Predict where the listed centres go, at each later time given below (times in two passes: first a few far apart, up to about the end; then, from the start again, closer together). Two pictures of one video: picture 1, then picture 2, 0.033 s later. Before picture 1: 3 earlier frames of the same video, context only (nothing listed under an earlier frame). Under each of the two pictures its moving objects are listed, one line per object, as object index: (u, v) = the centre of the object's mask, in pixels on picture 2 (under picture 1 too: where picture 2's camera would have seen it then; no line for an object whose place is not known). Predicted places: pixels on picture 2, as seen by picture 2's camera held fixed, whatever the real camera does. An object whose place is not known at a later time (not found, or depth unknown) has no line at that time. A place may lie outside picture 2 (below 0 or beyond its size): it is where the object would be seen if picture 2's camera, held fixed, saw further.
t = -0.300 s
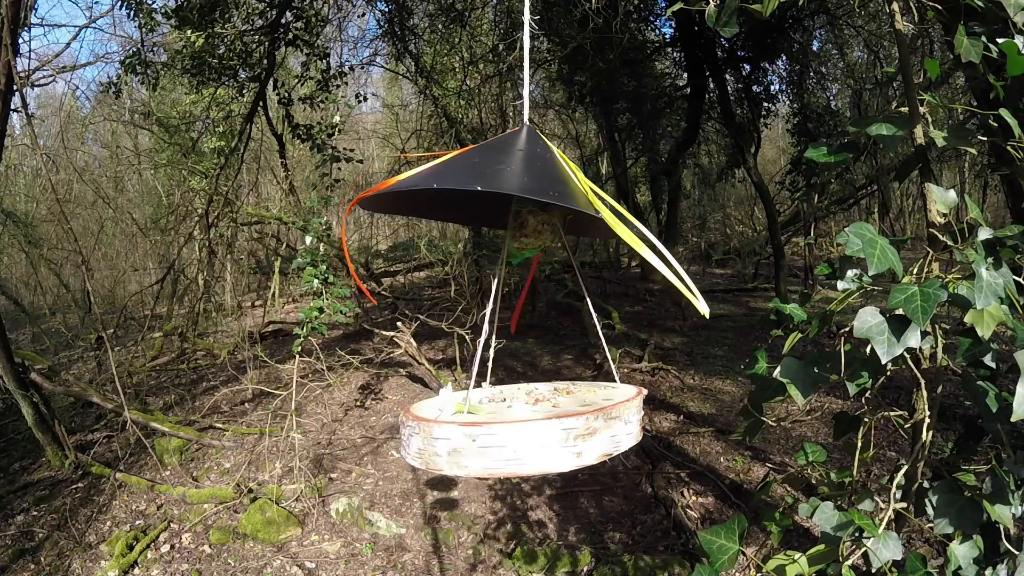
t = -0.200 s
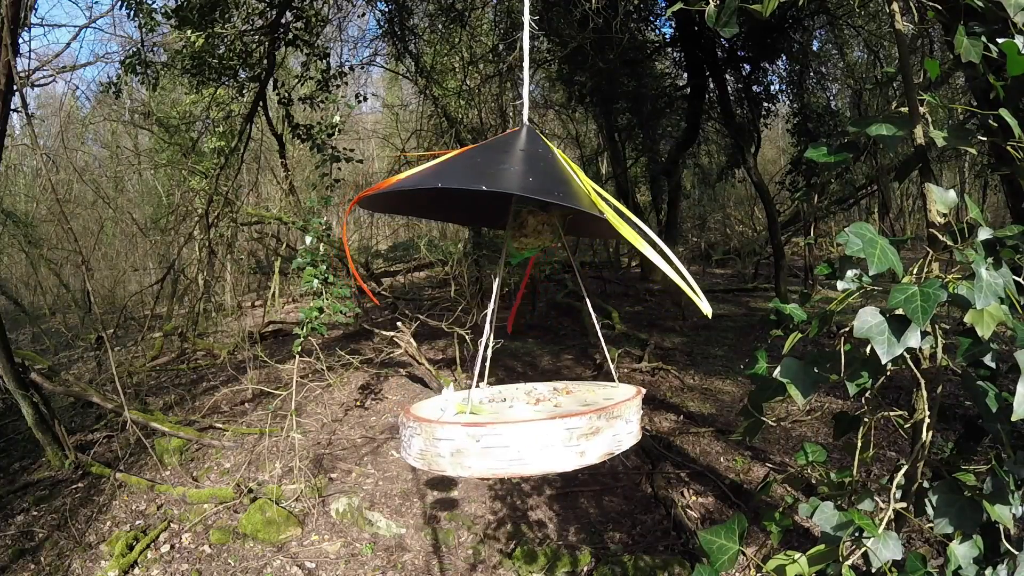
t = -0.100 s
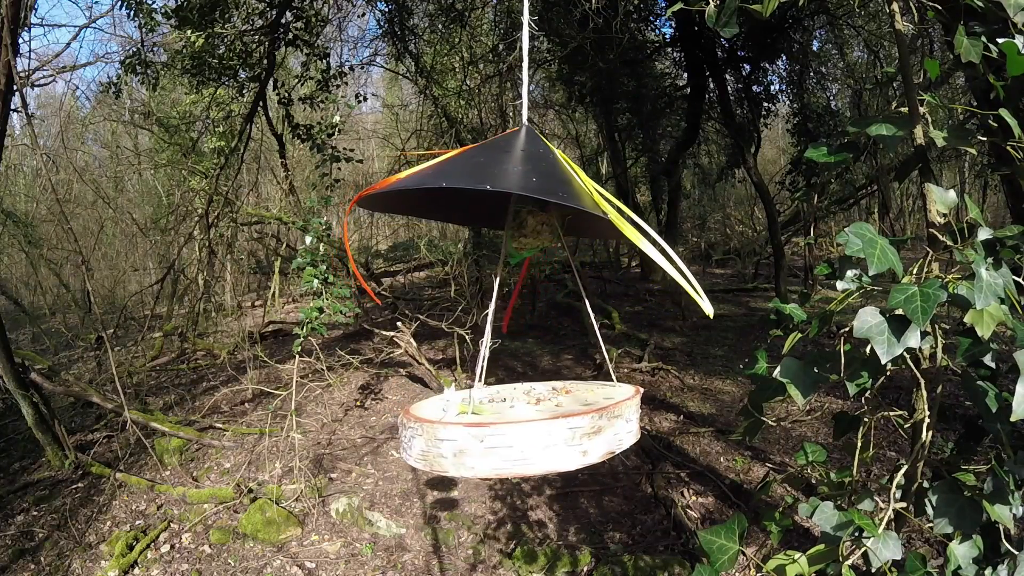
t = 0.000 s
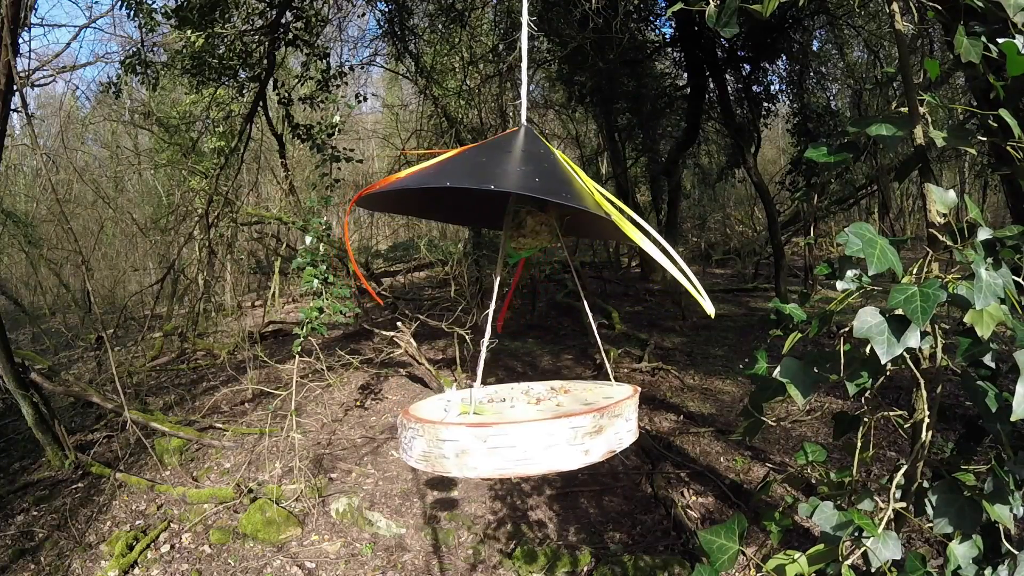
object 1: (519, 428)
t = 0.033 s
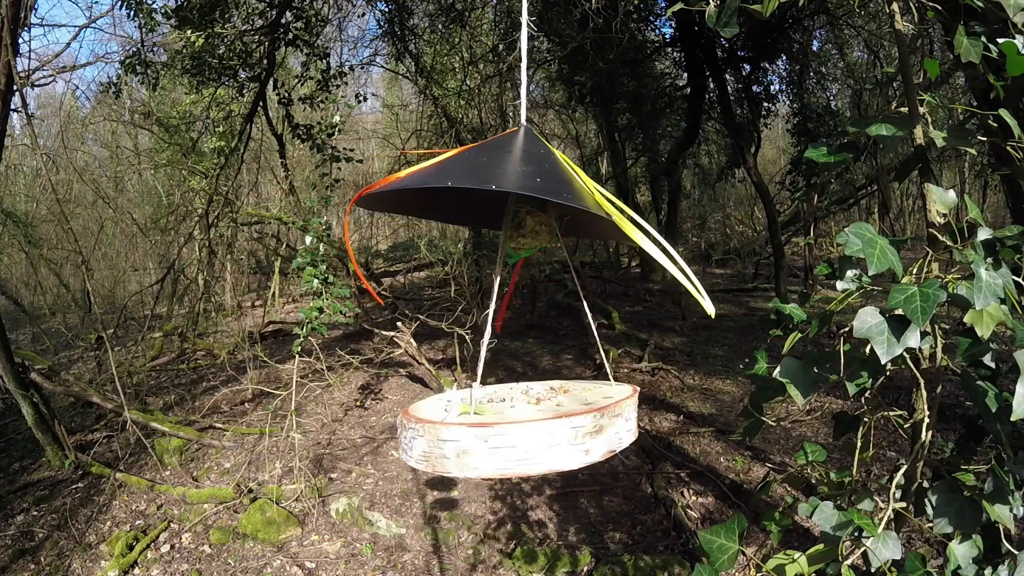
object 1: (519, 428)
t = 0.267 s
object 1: (514, 428)
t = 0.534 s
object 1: (509, 427)
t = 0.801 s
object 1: (506, 426)
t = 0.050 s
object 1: (520, 429)
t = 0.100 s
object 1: (518, 428)
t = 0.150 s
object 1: (517, 428)
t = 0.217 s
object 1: (516, 428)
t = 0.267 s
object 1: (514, 428)
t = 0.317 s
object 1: (513, 428)
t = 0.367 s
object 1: (512, 428)
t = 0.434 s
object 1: (511, 427)
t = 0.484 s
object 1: (510, 427)
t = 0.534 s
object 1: (509, 427)
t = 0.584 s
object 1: (508, 427)
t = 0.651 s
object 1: (508, 427)
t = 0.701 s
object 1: (507, 427)
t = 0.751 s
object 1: (506, 426)
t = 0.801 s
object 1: (506, 426)
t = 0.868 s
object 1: (505, 426)
